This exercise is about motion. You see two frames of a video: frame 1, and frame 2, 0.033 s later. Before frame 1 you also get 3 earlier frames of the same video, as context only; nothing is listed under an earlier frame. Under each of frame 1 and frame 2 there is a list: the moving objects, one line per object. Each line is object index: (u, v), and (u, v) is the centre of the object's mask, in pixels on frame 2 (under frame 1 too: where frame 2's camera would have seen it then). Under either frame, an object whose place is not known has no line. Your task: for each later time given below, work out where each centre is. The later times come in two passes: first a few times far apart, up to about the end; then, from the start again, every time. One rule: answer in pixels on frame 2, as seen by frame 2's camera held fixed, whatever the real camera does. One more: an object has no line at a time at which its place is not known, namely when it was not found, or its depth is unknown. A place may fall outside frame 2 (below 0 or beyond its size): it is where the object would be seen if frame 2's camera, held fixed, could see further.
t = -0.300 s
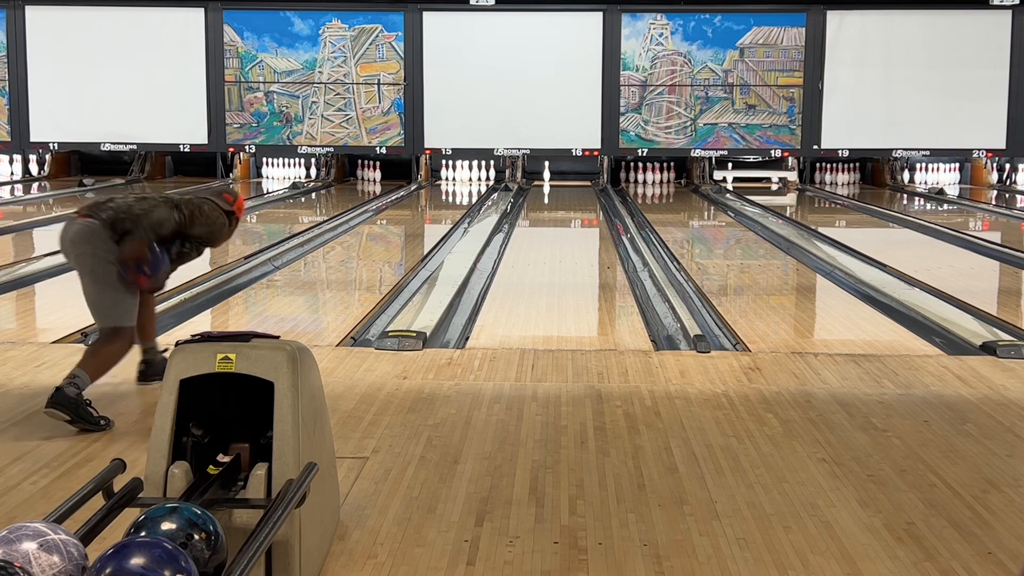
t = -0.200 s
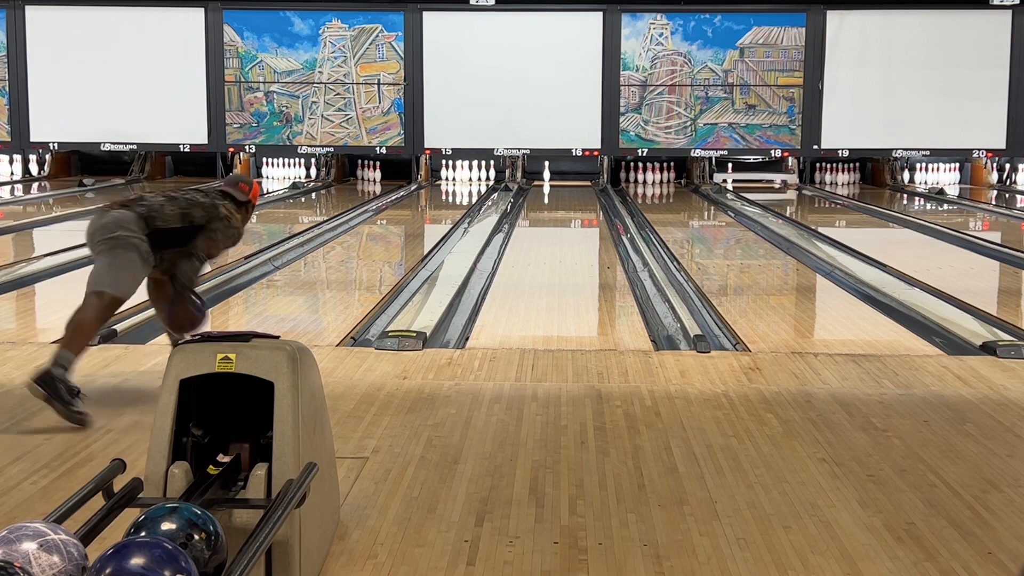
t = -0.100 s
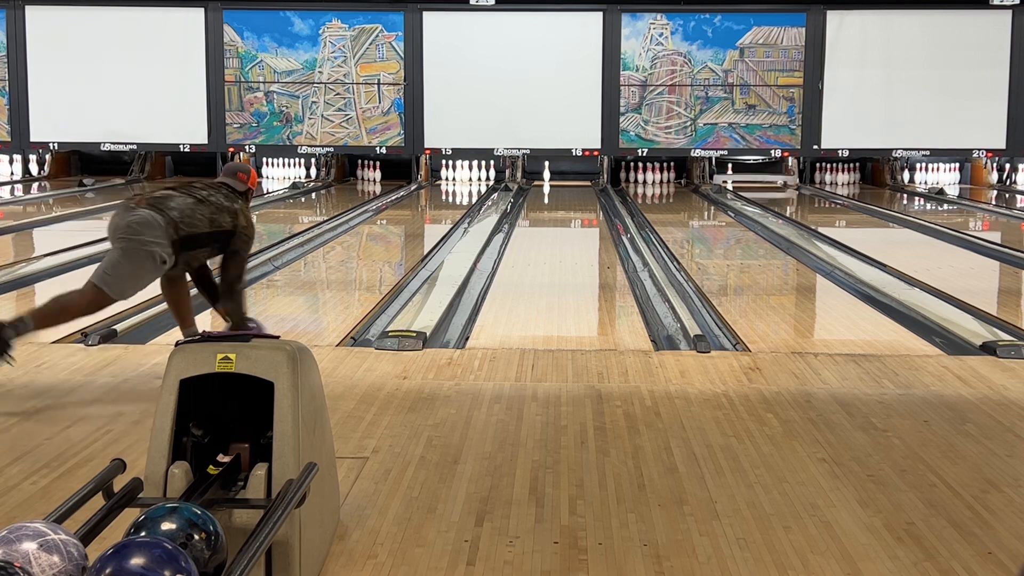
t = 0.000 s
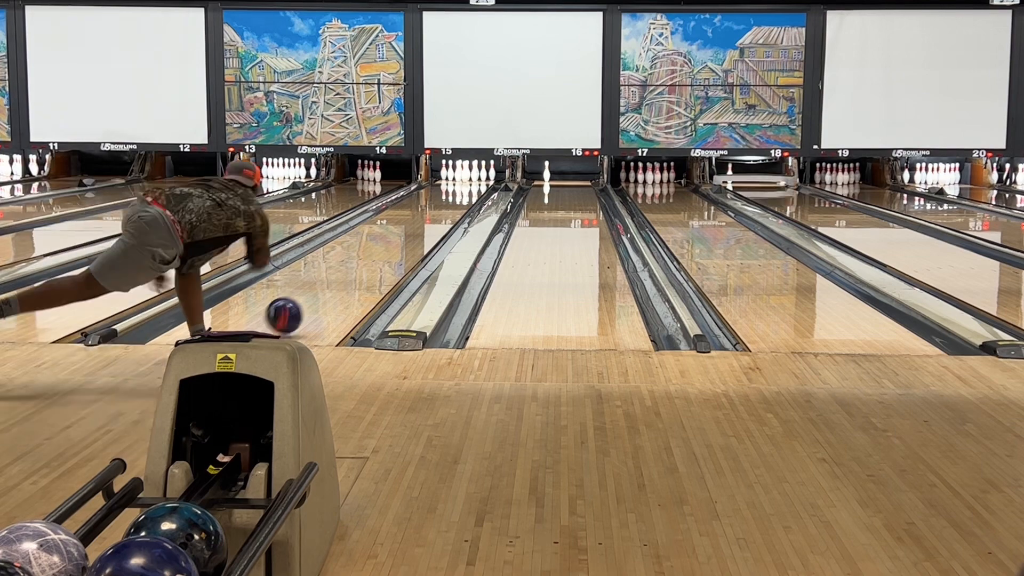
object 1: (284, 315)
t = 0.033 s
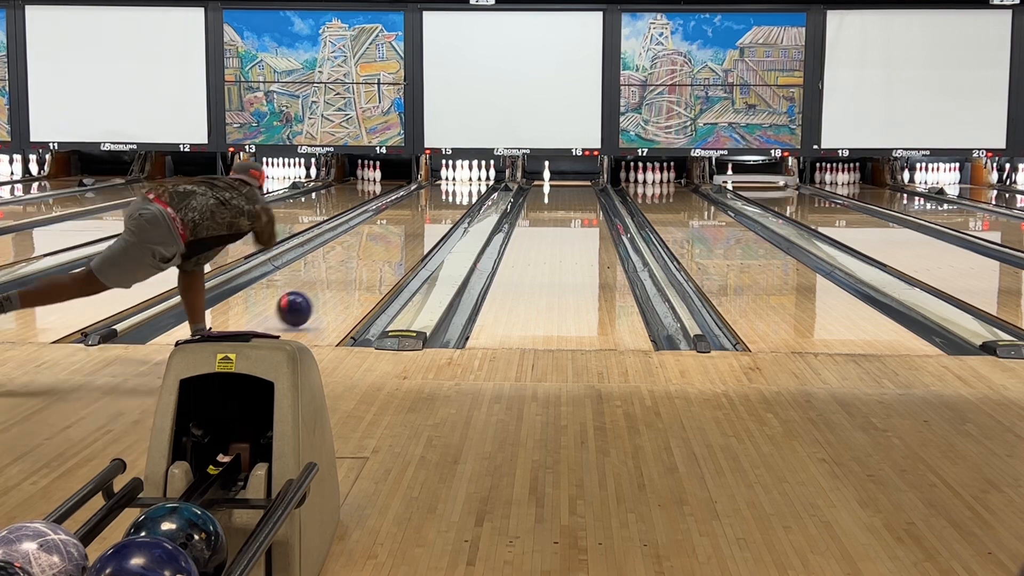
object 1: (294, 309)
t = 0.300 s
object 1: (357, 270)
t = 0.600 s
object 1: (400, 240)
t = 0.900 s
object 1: (428, 219)
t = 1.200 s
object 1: (447, 204)
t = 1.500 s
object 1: (459, 193)
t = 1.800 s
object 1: (465, 184)
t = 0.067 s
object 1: (304, 305)
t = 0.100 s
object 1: (313, 299)
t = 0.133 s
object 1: (322, 293)
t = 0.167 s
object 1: (329, 288)
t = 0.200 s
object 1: (337, 283)
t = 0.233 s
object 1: (344, 278)
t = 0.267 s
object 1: (351, 274)
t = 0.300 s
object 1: (357, 270)
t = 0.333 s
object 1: (363, 266)
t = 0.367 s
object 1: (368, 262)
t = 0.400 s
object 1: (373, 258)
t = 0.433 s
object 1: (378, 255)
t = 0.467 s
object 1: (383, 251)
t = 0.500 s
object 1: (387, 249)
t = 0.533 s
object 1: (392, 246)
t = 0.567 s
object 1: (396, 243)
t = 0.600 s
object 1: (400, 240)
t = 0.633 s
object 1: (404, 237)
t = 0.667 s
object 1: (407, 235)
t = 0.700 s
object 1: (410, 233)
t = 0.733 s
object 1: (414, 230)
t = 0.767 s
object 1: (417, 228)
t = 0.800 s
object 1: (420, 225)
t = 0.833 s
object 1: (422, 223)
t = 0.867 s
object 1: (425, 221)
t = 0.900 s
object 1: (428, 219)
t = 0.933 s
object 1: (431, 217)
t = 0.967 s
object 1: (433, 216)
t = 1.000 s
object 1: (435, 214)
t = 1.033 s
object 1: (437, 212)
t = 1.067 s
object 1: (439, 210)
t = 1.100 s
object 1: (441, 209)
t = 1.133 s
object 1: (443, 207)
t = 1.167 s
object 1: (445, 206)
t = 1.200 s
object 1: (447, 204)
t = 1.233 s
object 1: (448, 203)
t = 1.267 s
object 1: (450, 201)
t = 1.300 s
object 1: (452, 200)
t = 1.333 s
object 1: (453, 199)
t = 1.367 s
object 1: (454, 198)
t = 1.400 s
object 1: (455, 196)
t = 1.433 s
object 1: (457, 195)
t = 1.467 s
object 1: (458, 194)
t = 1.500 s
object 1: (459, 193)
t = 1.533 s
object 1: (460, 192)
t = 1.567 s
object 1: (461, 191)
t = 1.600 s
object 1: (462, 190)
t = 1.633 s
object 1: (463, 189)
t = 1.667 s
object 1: (463, 188)
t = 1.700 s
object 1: (464, 187)
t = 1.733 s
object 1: (464, 186)
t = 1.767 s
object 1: (464, 185)
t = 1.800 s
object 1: (465, 184)
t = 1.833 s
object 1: (465, 183)
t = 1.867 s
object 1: (465, 183)
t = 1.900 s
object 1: (465, 182)
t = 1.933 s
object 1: (466, 181)
